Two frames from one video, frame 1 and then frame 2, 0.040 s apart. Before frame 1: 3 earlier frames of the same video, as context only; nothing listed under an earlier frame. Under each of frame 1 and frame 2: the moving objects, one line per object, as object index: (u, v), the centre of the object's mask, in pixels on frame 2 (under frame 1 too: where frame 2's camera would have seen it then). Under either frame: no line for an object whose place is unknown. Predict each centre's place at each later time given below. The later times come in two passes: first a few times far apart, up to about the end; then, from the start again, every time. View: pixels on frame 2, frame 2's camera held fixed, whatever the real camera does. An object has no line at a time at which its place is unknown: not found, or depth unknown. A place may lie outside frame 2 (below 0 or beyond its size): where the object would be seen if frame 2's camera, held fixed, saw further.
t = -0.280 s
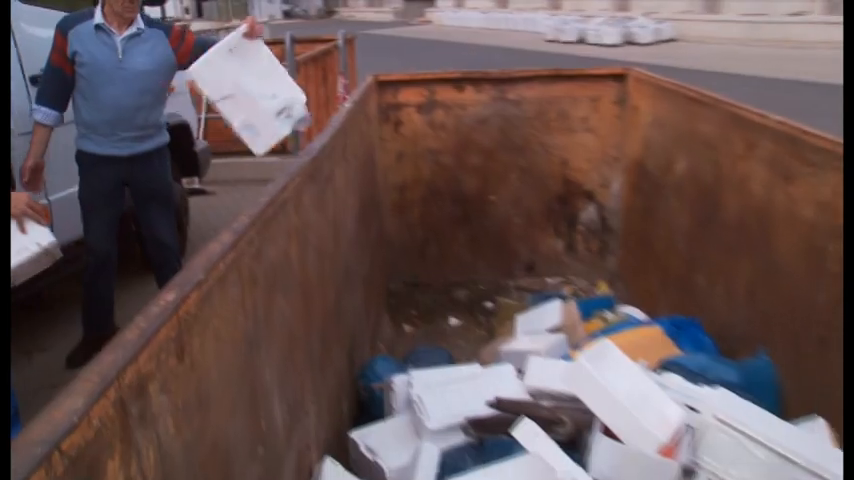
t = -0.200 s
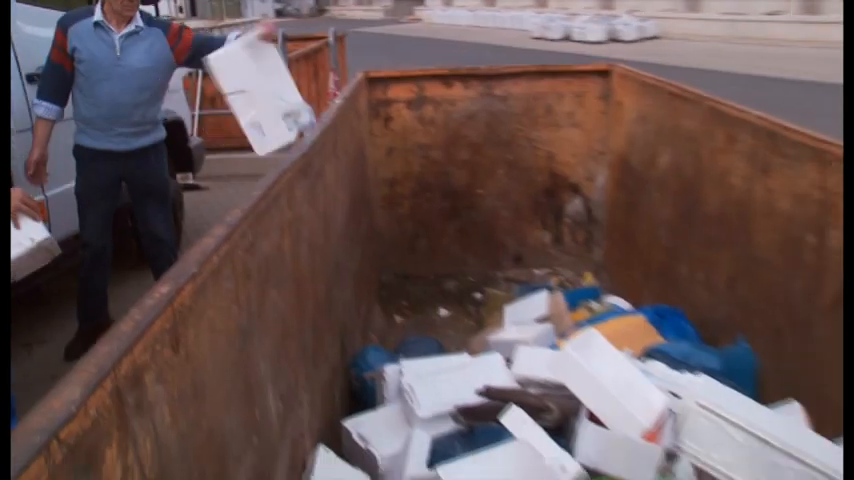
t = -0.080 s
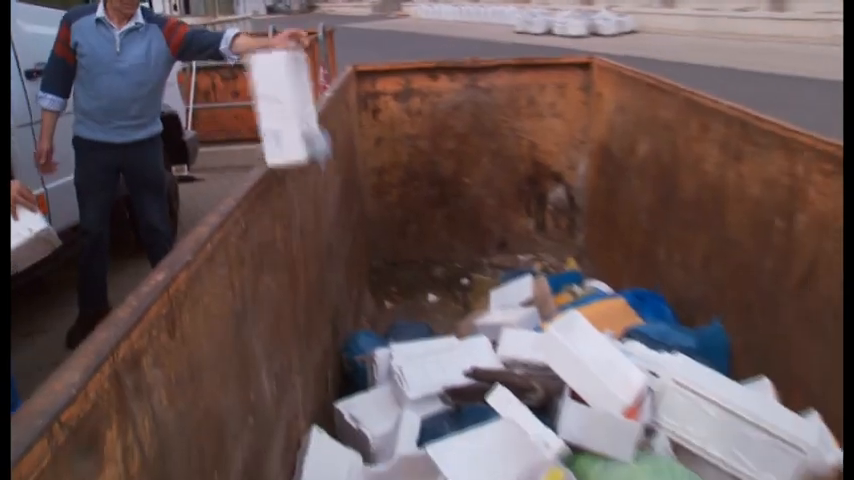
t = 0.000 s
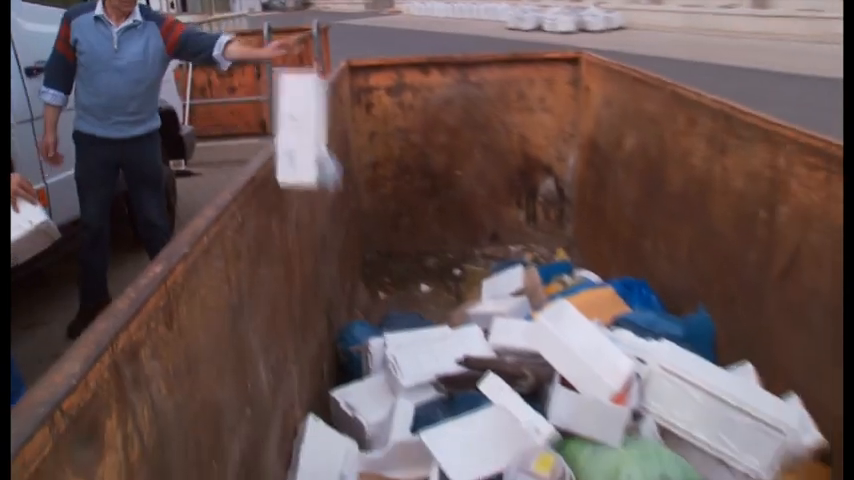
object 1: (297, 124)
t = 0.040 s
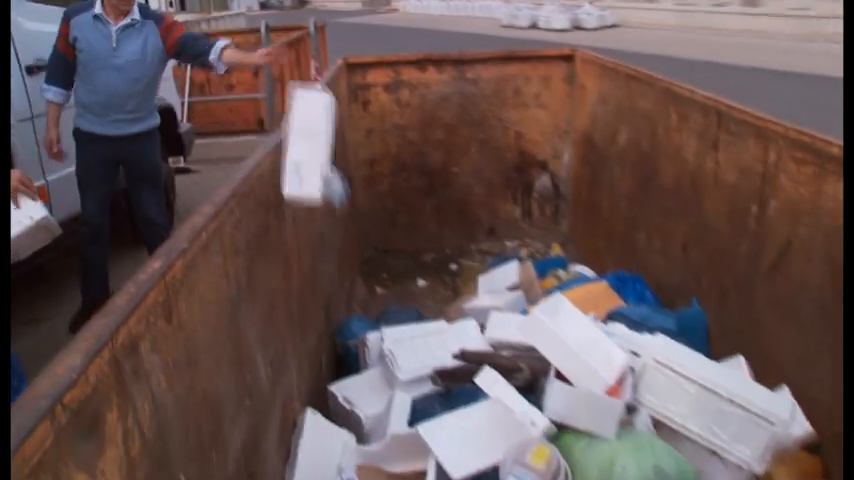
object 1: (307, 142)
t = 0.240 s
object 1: (337, 267)
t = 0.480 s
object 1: (340, 399)
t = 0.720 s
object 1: (379, 406)
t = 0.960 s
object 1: (376, 407)
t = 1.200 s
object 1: (376, 408)
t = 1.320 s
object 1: (377, 408)
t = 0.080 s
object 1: (317, 164)
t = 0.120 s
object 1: (326, 187)
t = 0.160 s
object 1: (336, 217)
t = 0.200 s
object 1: (338, 240)
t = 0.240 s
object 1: (337, 267)
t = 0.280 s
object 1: (338, 292)
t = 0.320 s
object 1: (339, 316)
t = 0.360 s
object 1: (340, 338)
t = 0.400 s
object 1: (342, 362)
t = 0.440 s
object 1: (342, 379)
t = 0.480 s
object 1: (340, 399)
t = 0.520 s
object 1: (343, 411)
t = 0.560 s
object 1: (349, 413)
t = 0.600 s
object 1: (358, 413)
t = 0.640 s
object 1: (366, 413)
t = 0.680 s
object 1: (373, 409)
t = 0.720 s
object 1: (379, 406)
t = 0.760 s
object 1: (378, 407)
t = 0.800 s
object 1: (379, 406)
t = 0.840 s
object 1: (378, 406)
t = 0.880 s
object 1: (377, 407)
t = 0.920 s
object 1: (377, 407)
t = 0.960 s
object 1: (376, 407)
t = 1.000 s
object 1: (376, 408)
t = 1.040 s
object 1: (376, 408)
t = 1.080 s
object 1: (376, 408)
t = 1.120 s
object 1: (376, 408)
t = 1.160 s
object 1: (376, 408)
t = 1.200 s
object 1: (376, 408)
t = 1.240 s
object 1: (377, 408)
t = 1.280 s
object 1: (376, 408)
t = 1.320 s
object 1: (377, 408)
